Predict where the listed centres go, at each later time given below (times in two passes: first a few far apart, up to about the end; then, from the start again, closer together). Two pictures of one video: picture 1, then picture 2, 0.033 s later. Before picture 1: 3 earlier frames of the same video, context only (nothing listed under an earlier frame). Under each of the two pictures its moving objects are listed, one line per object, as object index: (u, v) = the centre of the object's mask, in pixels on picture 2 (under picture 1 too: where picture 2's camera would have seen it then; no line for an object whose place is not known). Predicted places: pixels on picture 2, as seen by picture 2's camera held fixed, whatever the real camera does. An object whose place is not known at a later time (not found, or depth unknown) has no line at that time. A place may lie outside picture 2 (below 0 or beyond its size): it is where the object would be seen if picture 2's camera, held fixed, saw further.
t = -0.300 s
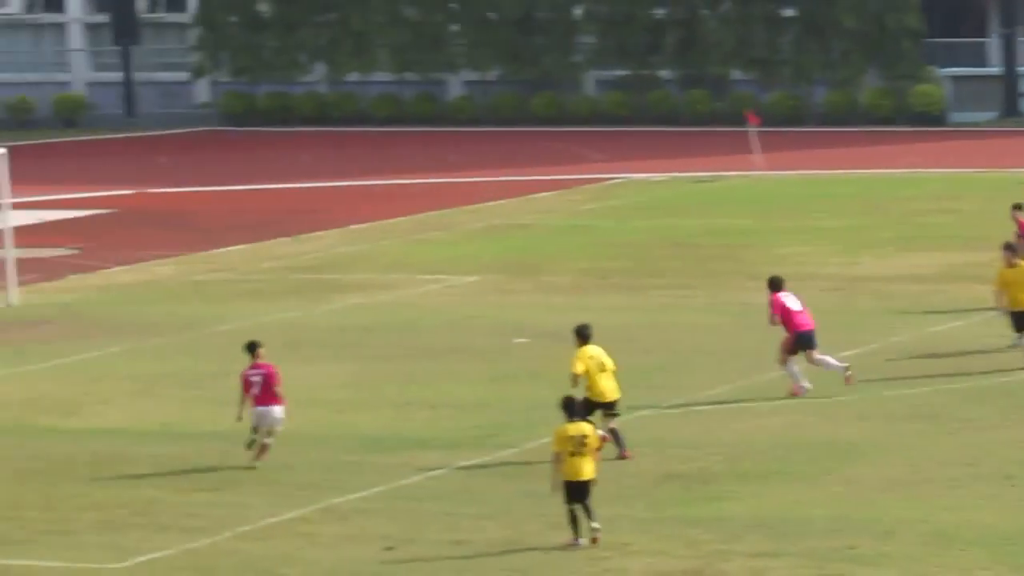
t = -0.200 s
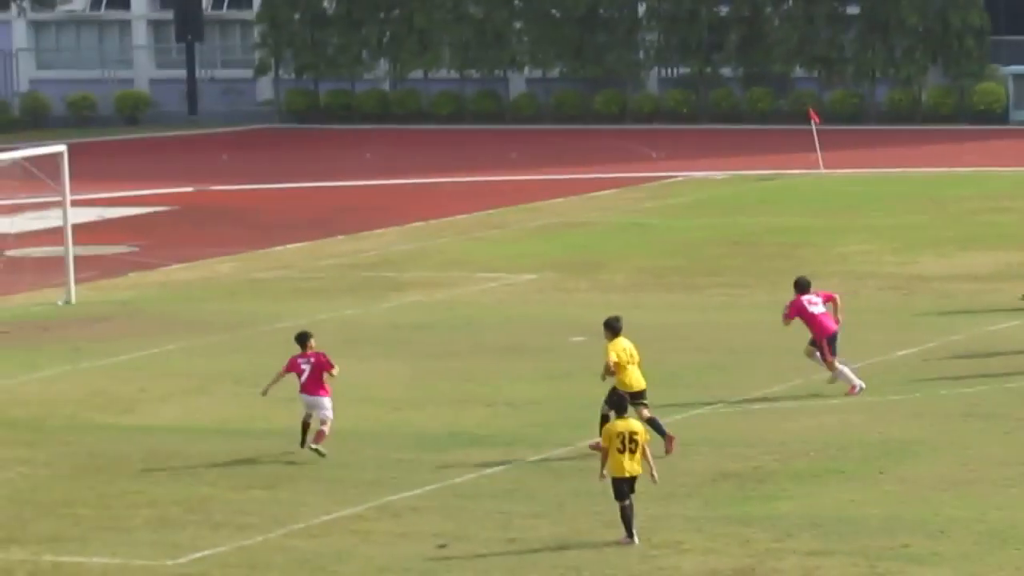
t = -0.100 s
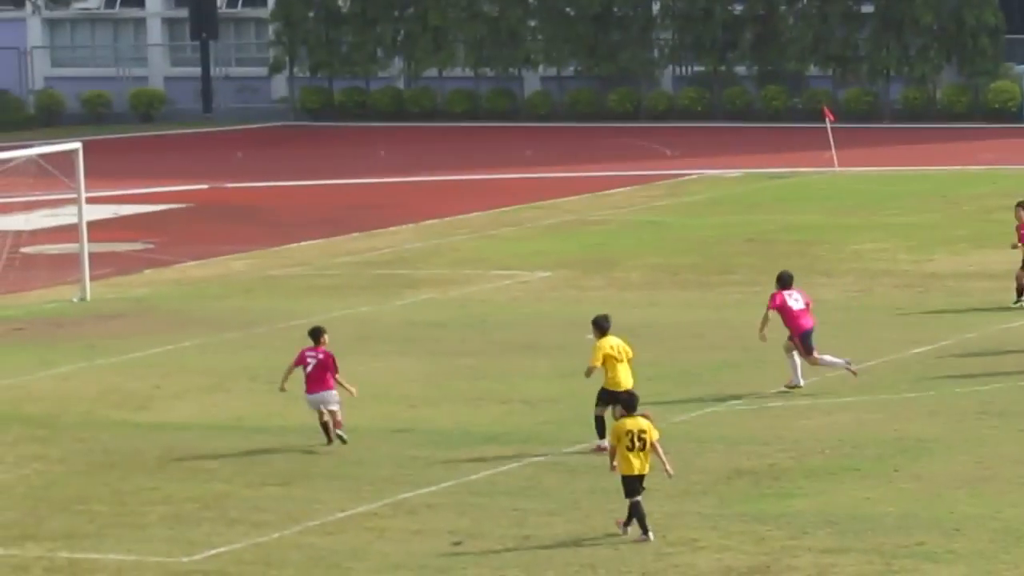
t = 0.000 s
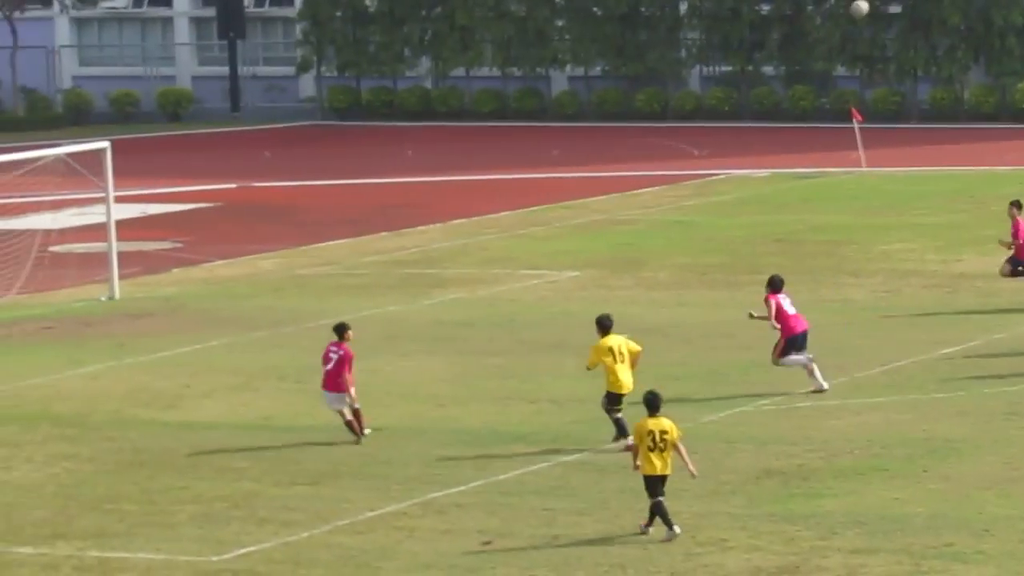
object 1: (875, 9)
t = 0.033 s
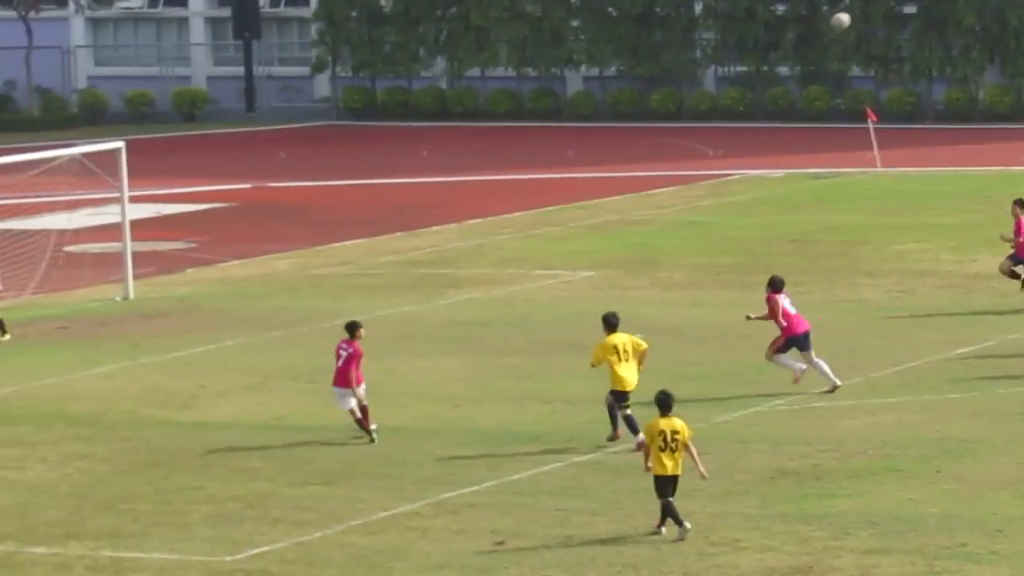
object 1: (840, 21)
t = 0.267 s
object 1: (614, 123)
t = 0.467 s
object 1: (423, 235)
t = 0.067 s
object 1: (807, 34)
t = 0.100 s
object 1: (774, 47)
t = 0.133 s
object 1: (741, 62)
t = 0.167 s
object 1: (709, 78)
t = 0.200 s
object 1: (677, 91)
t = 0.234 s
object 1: (644, 107)
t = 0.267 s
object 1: (614, 123)
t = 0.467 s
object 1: (423, 235)
